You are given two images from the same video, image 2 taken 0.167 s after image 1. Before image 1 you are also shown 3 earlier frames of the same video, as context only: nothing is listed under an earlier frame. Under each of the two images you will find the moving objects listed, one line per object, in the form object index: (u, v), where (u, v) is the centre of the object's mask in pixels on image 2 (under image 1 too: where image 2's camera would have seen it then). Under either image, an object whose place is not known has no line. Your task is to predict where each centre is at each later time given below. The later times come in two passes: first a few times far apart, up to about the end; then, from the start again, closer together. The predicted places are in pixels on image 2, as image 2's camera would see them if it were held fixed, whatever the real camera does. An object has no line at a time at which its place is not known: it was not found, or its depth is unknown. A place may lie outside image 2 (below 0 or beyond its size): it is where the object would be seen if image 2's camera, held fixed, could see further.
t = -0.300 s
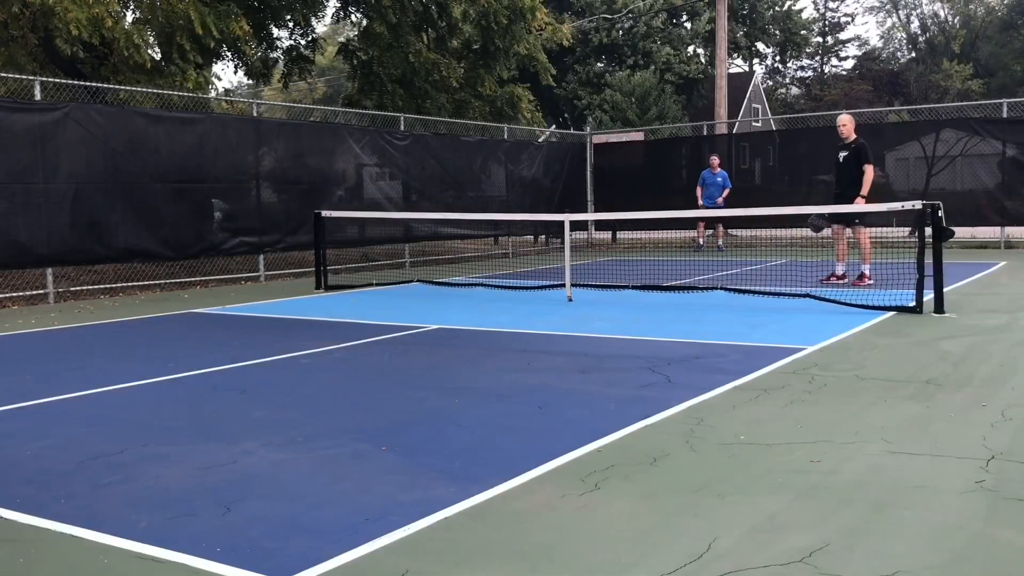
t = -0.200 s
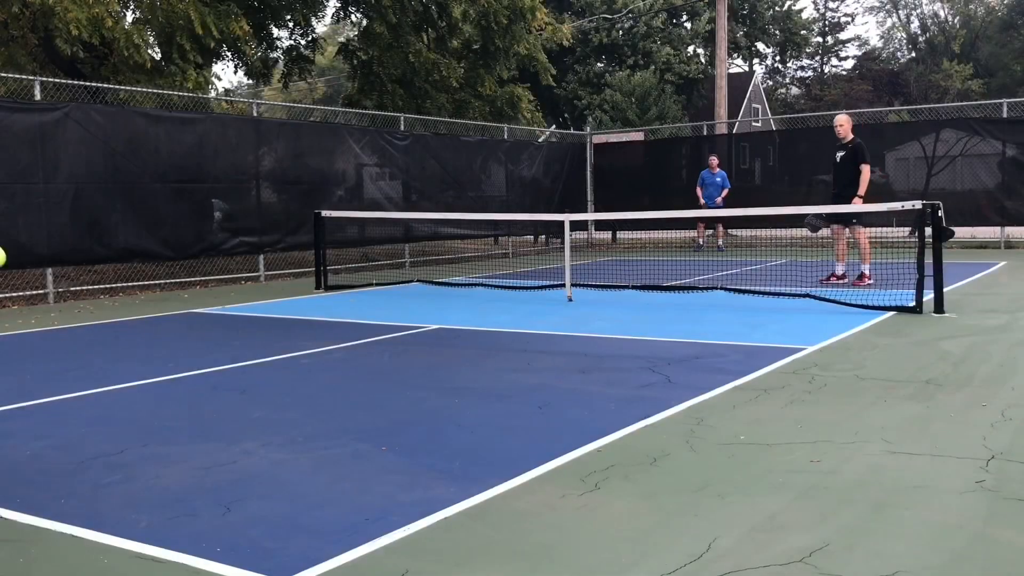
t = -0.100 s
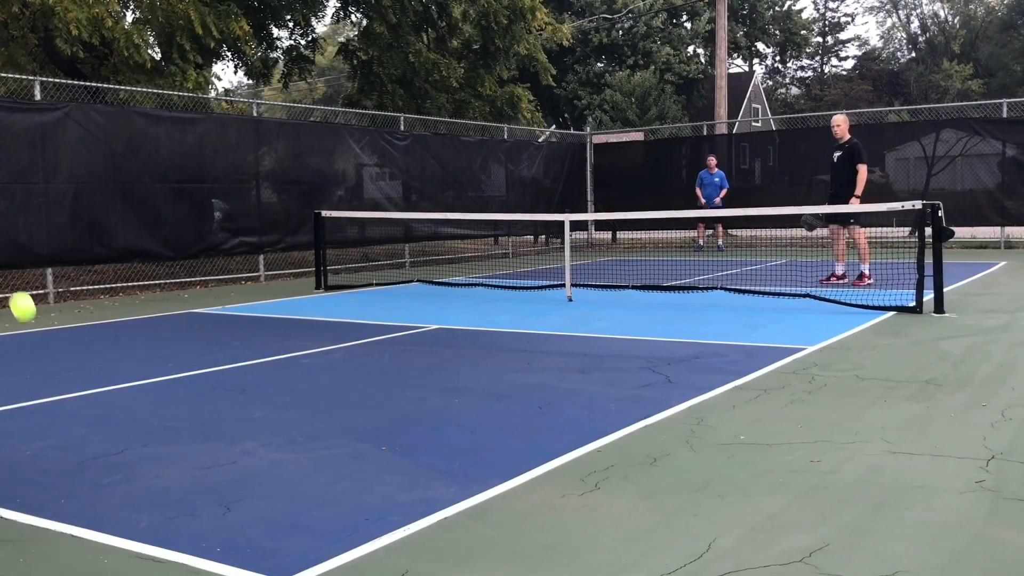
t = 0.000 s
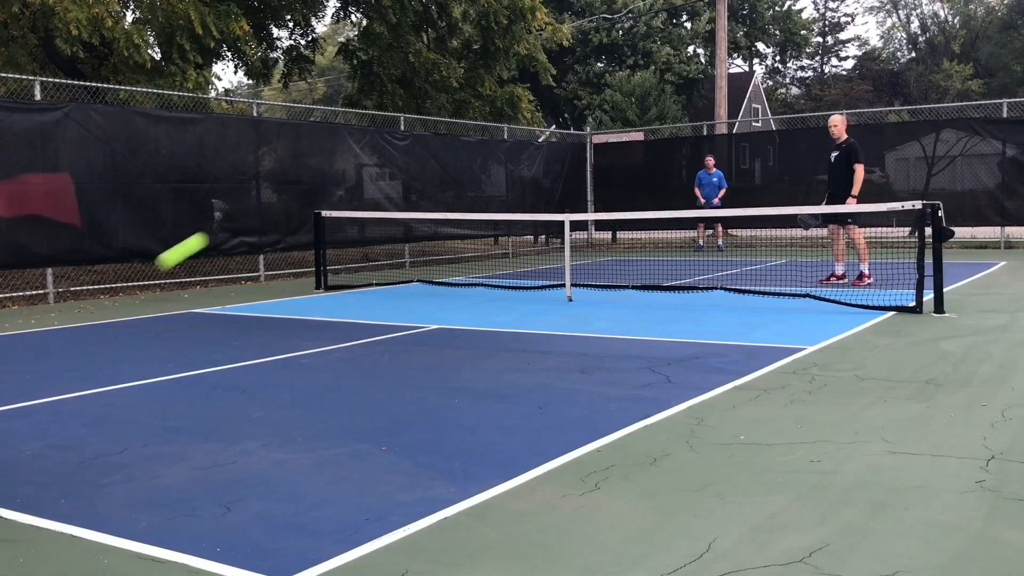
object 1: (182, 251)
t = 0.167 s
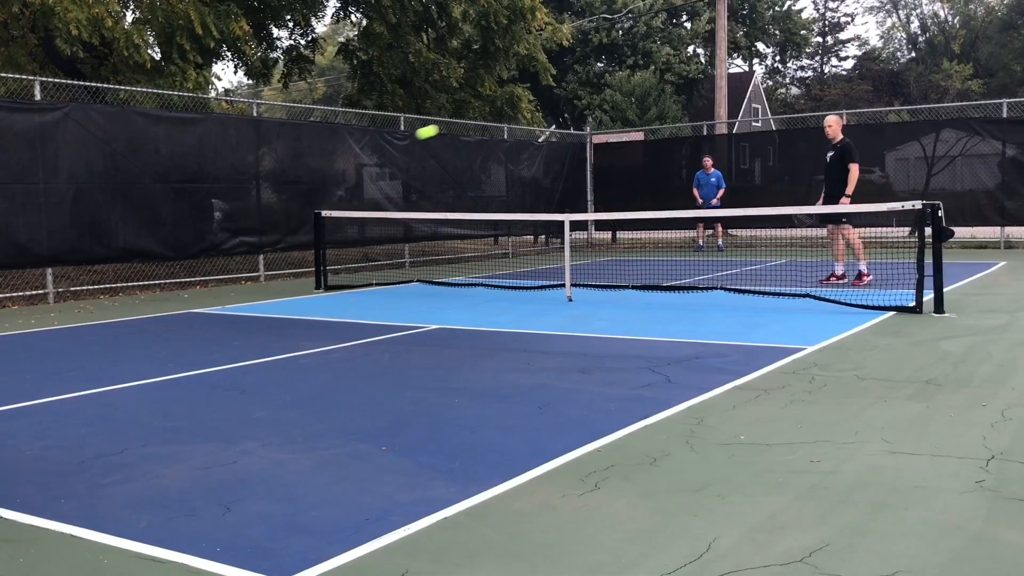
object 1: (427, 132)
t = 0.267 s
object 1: (501, 116)
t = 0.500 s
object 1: (602, 133)
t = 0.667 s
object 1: (646, 167)
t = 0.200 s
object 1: (455, 124)
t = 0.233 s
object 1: (479, 119)
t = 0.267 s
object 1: (501, 116)
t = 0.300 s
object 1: (520, 115)
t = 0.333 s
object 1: (537, 115)
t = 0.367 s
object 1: (553, 118)
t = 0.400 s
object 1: (566, 120)
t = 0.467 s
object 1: (591, 128)
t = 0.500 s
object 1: (602, 133)
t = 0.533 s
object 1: (613, 139)
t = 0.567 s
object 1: (622, 145)
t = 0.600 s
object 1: (631, 152)
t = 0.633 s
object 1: (639, 159)
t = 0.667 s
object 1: (646, 167)
